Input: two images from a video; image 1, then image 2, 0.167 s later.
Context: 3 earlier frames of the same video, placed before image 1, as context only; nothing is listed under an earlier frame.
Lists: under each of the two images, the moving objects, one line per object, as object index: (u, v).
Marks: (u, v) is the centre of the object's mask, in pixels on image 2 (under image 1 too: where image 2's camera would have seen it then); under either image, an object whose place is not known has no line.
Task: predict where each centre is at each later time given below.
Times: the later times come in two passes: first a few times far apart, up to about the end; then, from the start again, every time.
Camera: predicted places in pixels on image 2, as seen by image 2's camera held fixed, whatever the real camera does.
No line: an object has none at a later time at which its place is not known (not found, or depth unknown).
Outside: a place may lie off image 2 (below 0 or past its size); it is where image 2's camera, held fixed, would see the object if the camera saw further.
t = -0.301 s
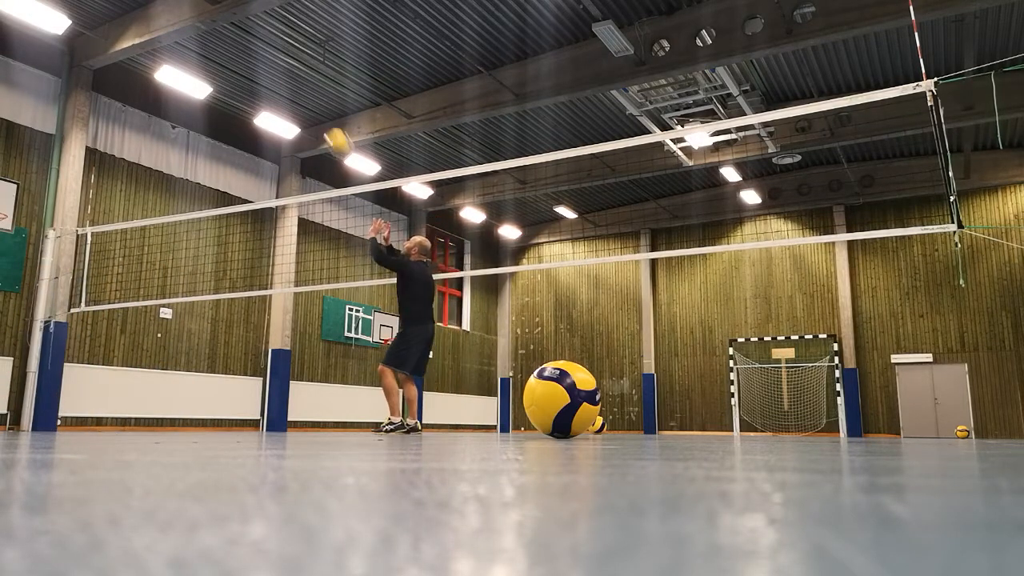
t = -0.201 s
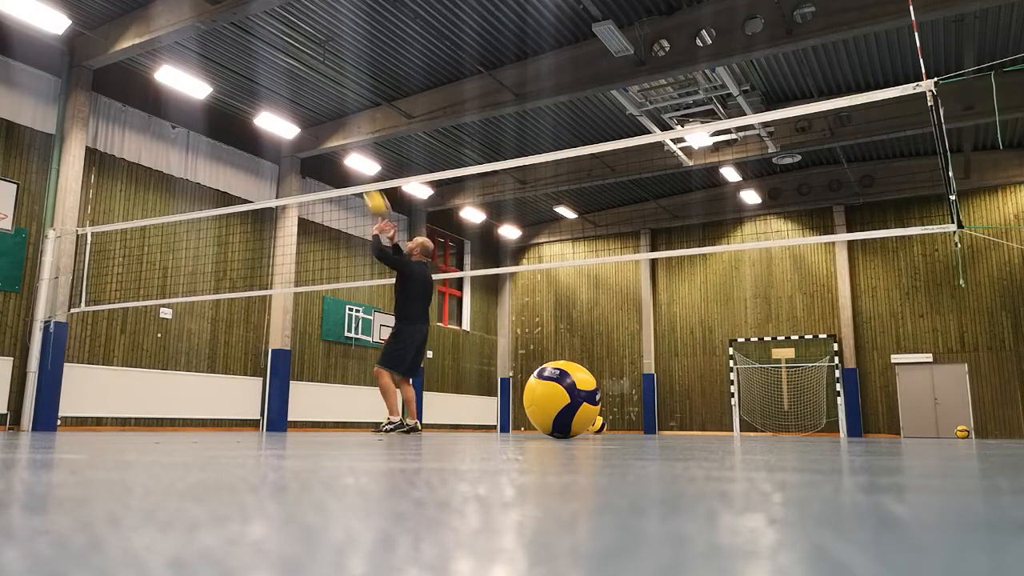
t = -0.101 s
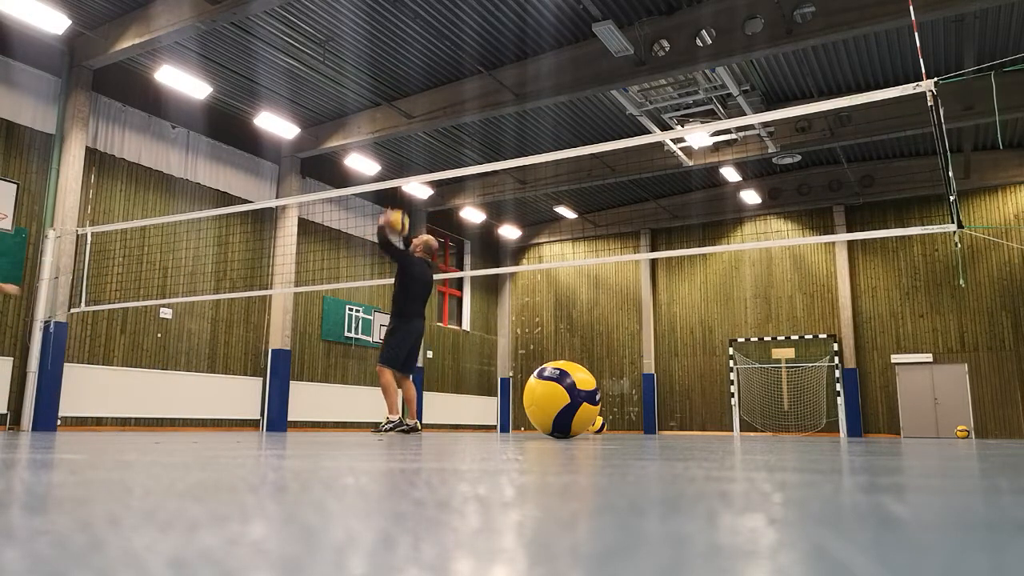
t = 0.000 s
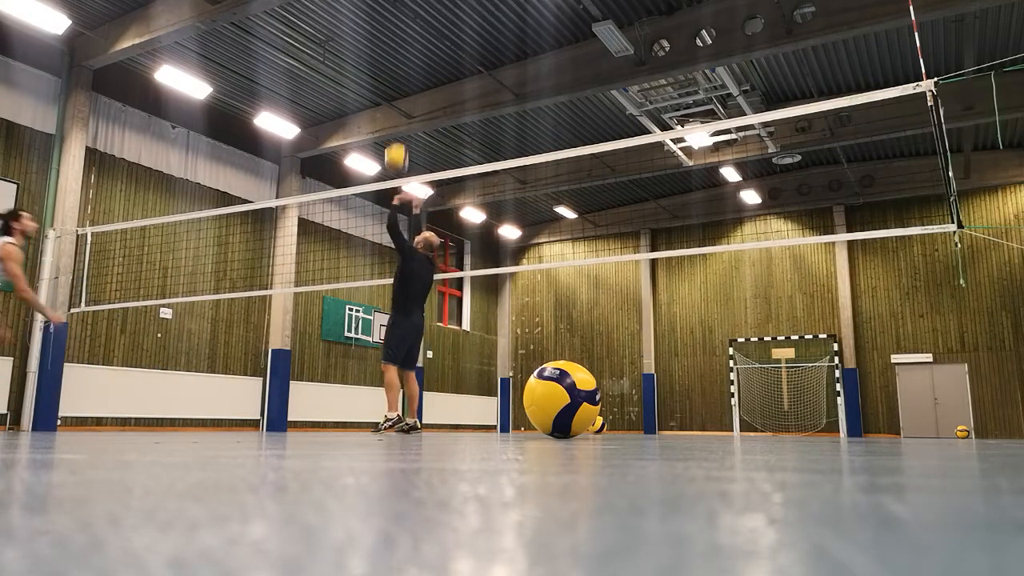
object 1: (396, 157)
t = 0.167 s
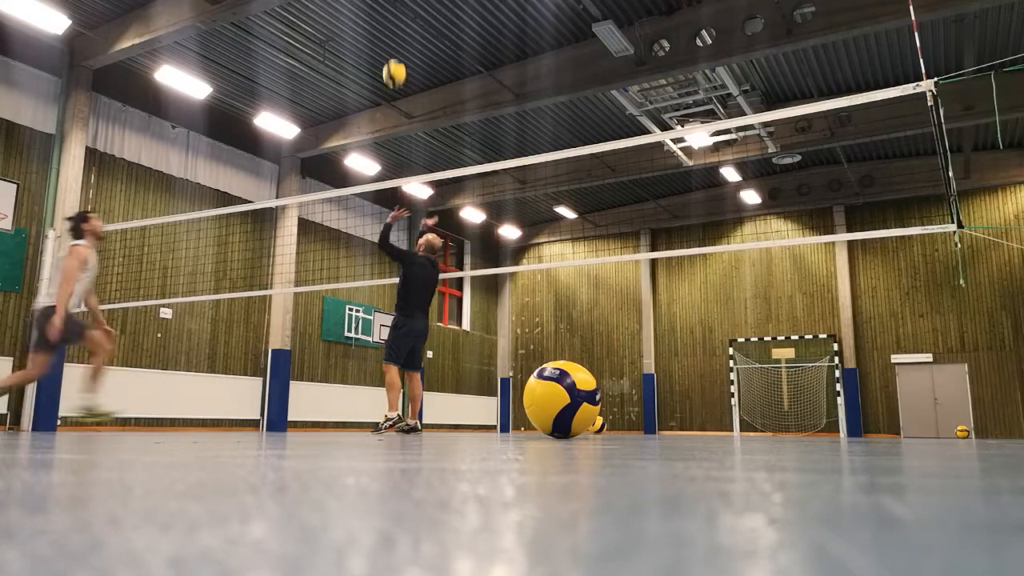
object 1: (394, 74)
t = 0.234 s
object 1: (393, 50)
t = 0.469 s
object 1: (389, 8)
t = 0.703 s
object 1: (383, 15)
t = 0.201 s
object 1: (394, 61)
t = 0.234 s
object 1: (393, 50)
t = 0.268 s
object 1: (393, 40)
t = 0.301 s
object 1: (392, 32)
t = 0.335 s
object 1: (391, 24)
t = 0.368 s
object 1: (391, 18)
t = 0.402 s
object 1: (390, 13)
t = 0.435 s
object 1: (389, 10)
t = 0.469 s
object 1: (389, 8)
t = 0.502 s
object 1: (388, 7)
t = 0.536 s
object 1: (387, 7)
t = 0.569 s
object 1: (387, 7)
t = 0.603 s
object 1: (386, 8)
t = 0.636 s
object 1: (385, 9)
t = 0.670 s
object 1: (384, 11)
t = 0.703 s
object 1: (383, 15)
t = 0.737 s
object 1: (382, 20)
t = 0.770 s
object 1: (381, 26)
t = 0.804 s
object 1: (379, 33)
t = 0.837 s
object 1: (379, 41)
